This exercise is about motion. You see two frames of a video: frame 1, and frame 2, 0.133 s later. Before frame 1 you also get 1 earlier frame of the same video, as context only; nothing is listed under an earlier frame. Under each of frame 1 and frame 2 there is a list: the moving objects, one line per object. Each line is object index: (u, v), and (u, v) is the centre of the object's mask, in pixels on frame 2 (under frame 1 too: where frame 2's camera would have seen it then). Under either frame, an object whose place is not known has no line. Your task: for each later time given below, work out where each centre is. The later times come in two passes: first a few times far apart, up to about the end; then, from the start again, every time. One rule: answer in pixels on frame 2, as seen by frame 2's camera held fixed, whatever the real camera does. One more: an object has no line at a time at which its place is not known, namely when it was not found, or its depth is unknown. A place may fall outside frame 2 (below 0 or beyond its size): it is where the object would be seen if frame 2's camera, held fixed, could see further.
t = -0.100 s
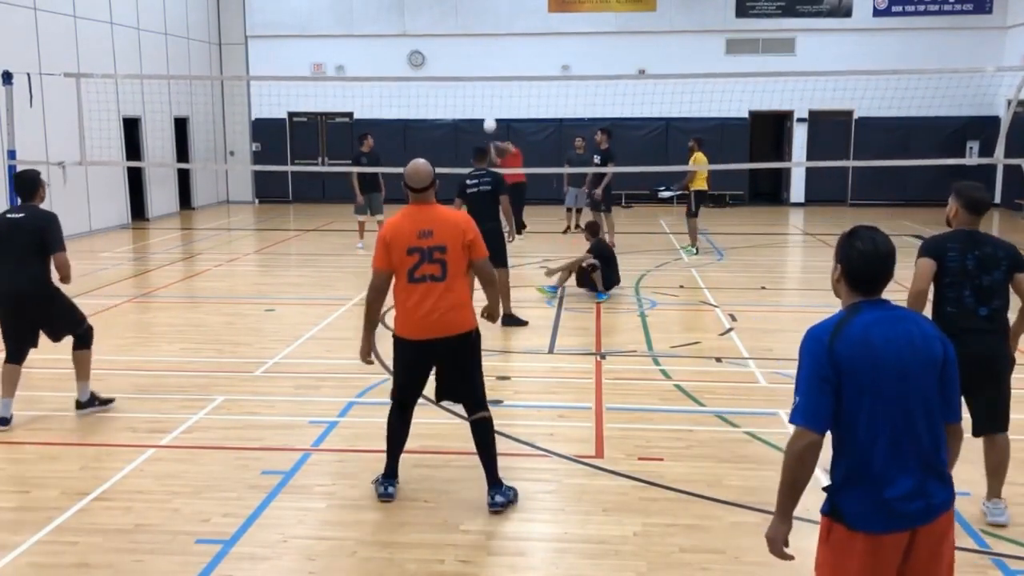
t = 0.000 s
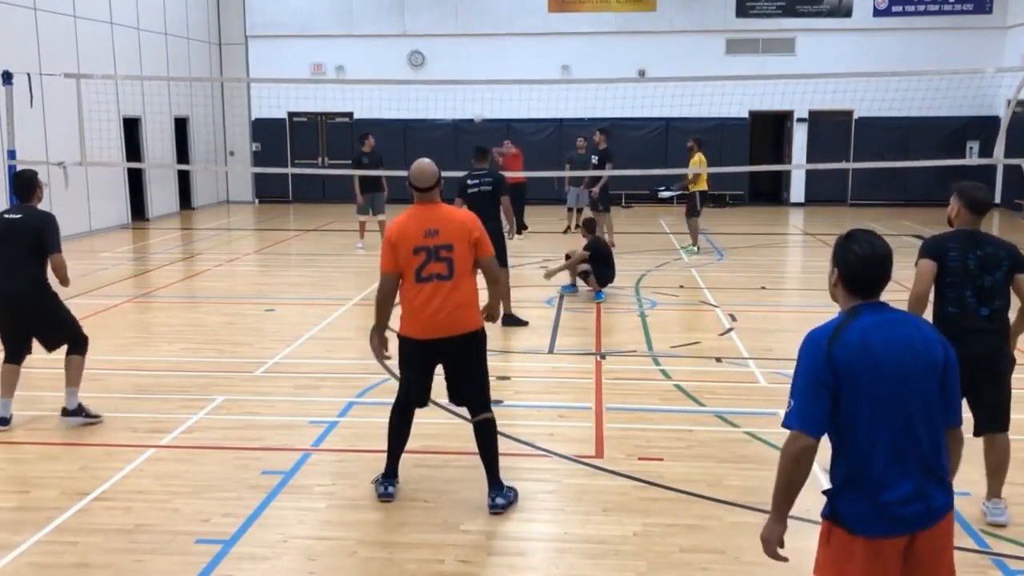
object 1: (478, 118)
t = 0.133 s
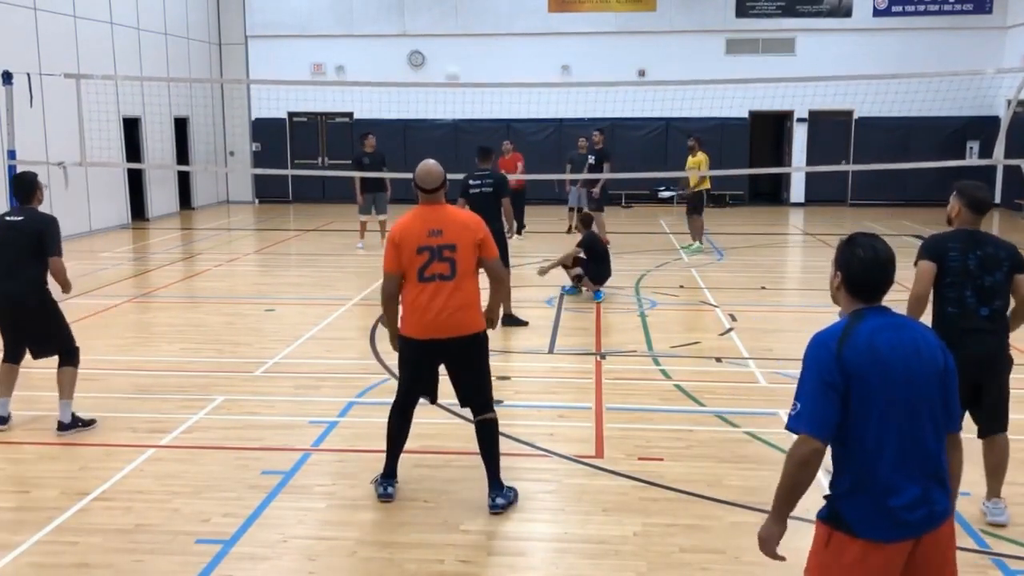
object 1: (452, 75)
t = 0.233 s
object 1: (429, 47)
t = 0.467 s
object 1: (355, 8)
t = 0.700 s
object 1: (244, 36)
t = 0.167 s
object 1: (442, 60)
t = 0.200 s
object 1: (438, 56)
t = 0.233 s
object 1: (429, 47)
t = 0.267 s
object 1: (421, 40)
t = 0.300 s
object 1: (413, 32)
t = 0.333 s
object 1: (403, 25)
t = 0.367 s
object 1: (392, 19)
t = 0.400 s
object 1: (382, 14)
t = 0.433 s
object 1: (372, 10)
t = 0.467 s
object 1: (355, 8)
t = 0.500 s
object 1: (336, 9)
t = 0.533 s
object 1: (322, 9)
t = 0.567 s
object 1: (308, 10)
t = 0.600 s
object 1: (293, 13)
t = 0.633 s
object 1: (278, 19)
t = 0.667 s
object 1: (263, 26)
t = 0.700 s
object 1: (244, 36)
